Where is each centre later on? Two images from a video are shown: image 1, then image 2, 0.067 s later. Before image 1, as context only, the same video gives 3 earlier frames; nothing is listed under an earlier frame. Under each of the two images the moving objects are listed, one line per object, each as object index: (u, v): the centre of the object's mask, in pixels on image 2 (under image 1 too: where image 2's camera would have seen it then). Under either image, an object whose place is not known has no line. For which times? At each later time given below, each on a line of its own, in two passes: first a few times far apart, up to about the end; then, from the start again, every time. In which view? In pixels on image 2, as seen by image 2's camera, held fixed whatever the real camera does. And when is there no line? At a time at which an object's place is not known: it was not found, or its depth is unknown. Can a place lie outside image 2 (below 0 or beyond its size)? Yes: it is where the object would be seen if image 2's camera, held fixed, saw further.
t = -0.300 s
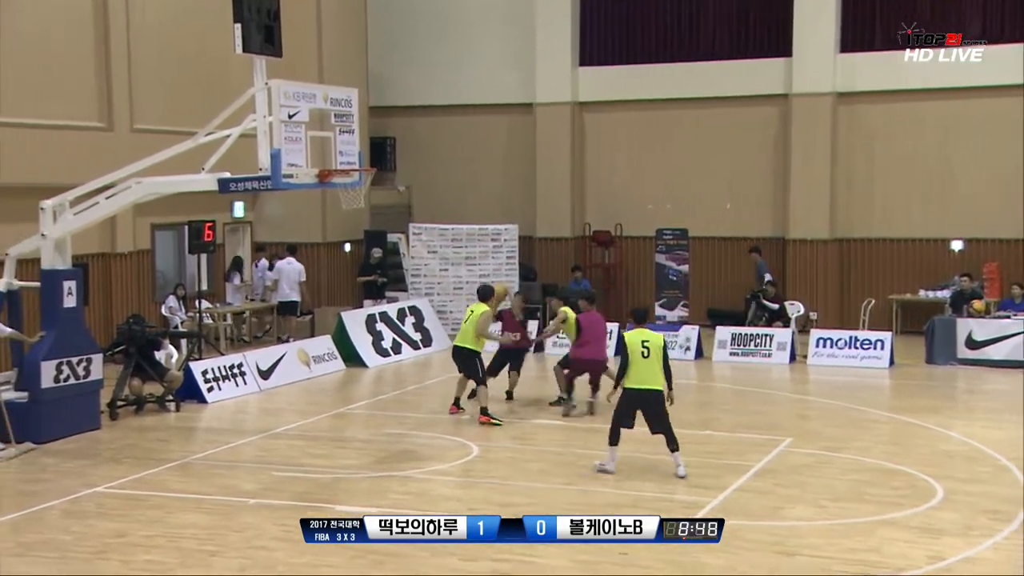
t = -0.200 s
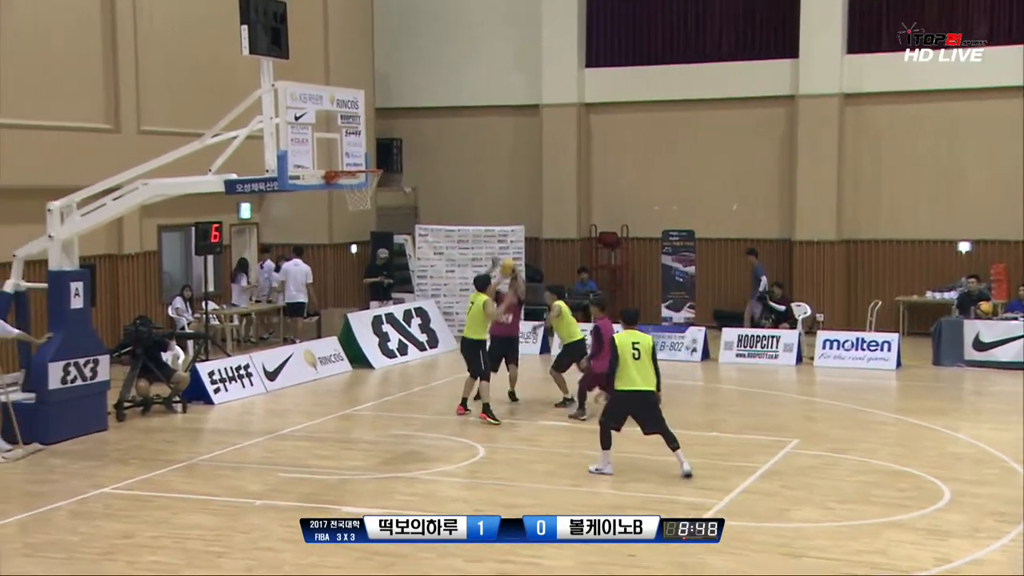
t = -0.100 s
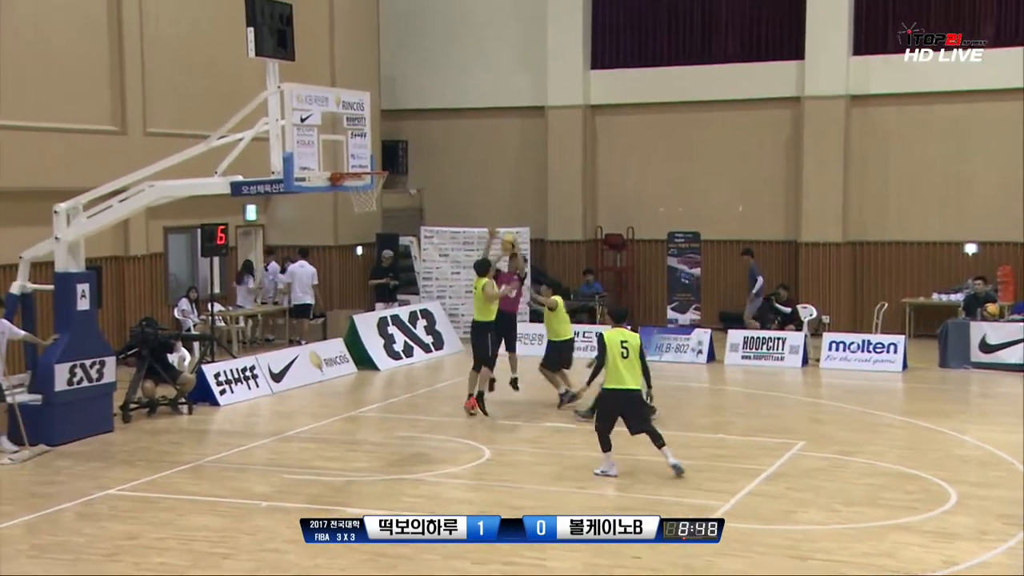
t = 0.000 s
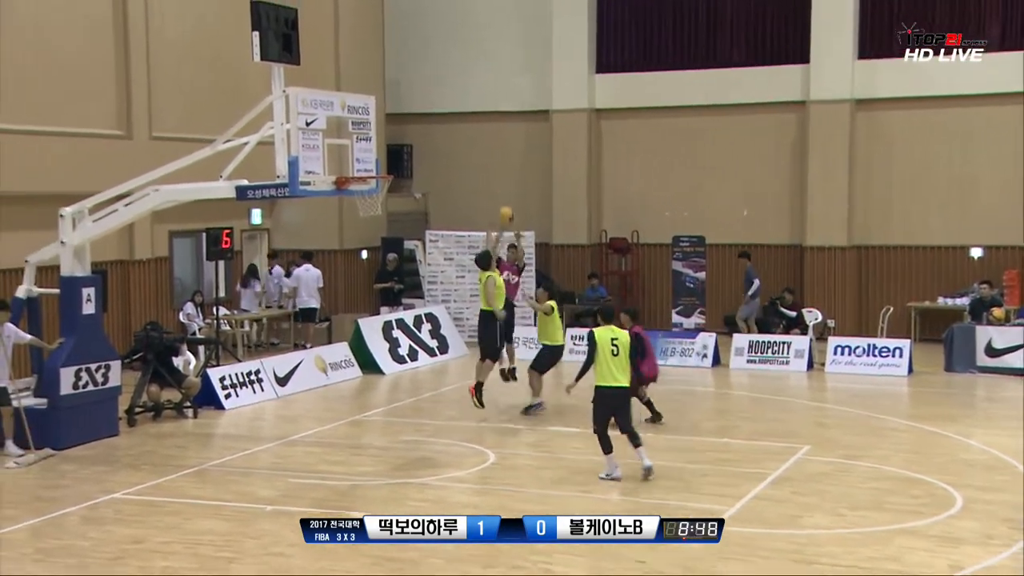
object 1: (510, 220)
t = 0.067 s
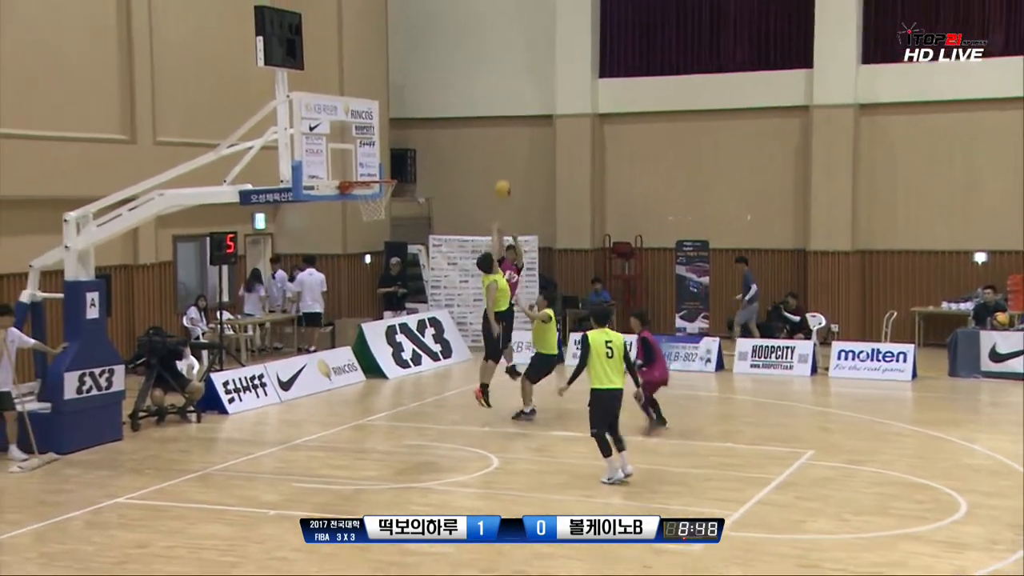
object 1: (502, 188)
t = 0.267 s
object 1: (479, 112)
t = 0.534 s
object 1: (449, 51)
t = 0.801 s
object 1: (416, 48)
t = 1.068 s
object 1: (384, 106)
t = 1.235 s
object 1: (362, 176)
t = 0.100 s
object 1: (498, 174)
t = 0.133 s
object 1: (494, 160)
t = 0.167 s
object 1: (491, 148)
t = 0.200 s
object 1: (487, 133)
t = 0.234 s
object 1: (484, 123)
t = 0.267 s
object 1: (479, 112)
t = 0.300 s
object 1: (476, 102)
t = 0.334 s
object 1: (472, 92)
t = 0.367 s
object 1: (468, 83)
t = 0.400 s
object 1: (465, 75)
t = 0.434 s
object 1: (460, 68)
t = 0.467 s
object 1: (457, 62)
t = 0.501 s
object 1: (453, 56)
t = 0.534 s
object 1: (449, 51)
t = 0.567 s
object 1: (445, 47)
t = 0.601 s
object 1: (441, 45)
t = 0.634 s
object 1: (437, 43)
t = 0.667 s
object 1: (433, 42)
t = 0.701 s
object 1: (429, 41)
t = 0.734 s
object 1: (425, 42)
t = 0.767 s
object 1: (421, 44)
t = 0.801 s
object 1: (416, 48)
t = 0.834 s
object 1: (413, 52)
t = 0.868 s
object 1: (409, 56)
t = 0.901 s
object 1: (404, 62)
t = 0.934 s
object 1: (400, 69)
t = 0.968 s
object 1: (396, 77)
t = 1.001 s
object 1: (392, 85)
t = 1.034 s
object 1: (388, 95)
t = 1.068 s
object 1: (384, 106)
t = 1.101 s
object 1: (380, 118)
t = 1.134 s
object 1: (375, 132)
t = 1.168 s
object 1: (370, 144)
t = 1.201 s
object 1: (366, 159)
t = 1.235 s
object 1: (362, 176)
